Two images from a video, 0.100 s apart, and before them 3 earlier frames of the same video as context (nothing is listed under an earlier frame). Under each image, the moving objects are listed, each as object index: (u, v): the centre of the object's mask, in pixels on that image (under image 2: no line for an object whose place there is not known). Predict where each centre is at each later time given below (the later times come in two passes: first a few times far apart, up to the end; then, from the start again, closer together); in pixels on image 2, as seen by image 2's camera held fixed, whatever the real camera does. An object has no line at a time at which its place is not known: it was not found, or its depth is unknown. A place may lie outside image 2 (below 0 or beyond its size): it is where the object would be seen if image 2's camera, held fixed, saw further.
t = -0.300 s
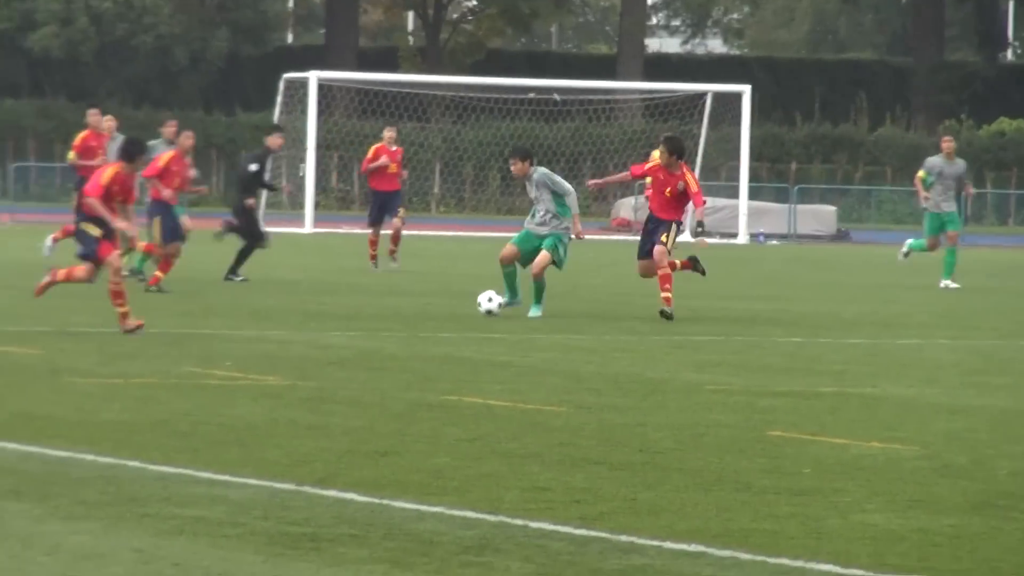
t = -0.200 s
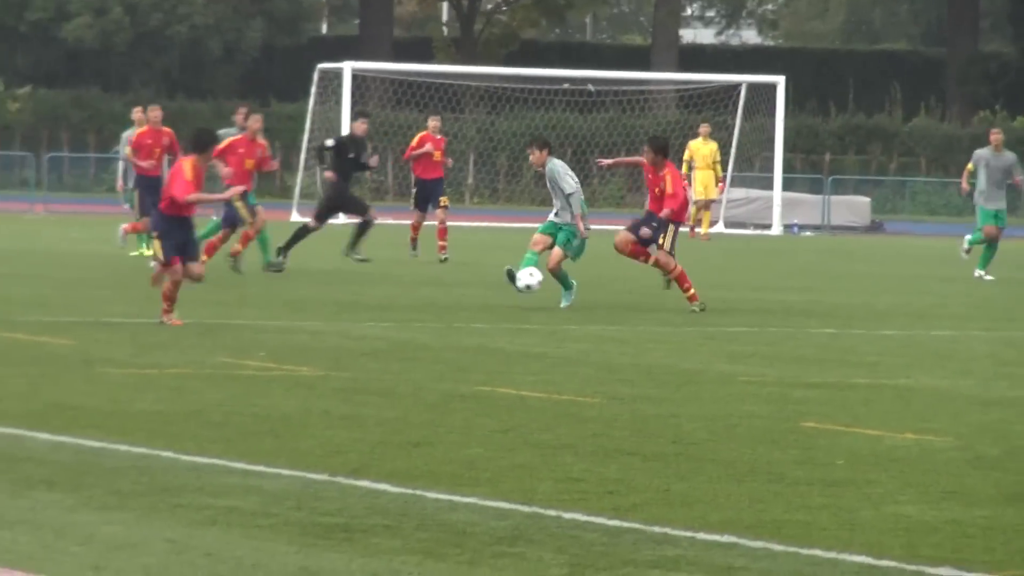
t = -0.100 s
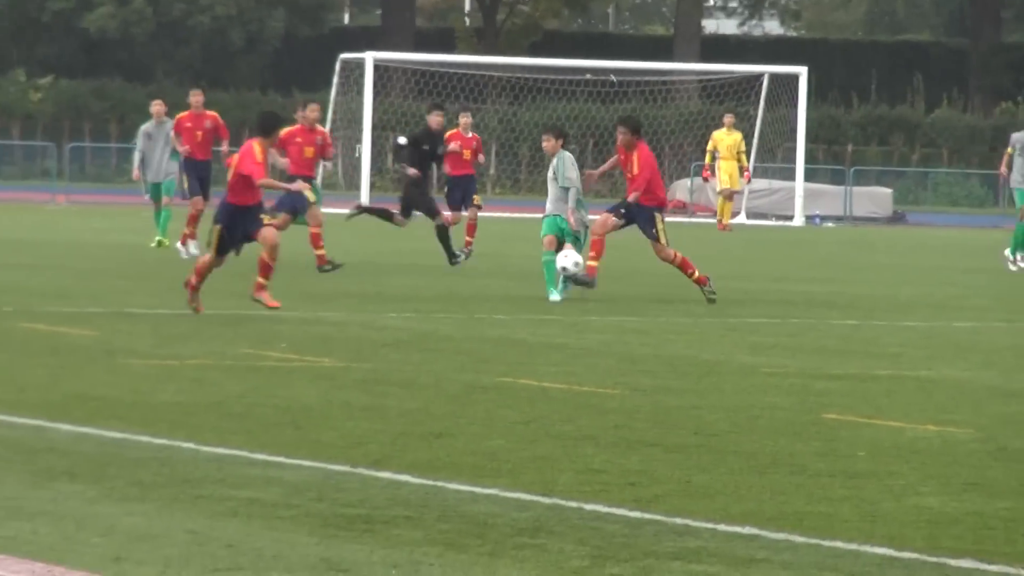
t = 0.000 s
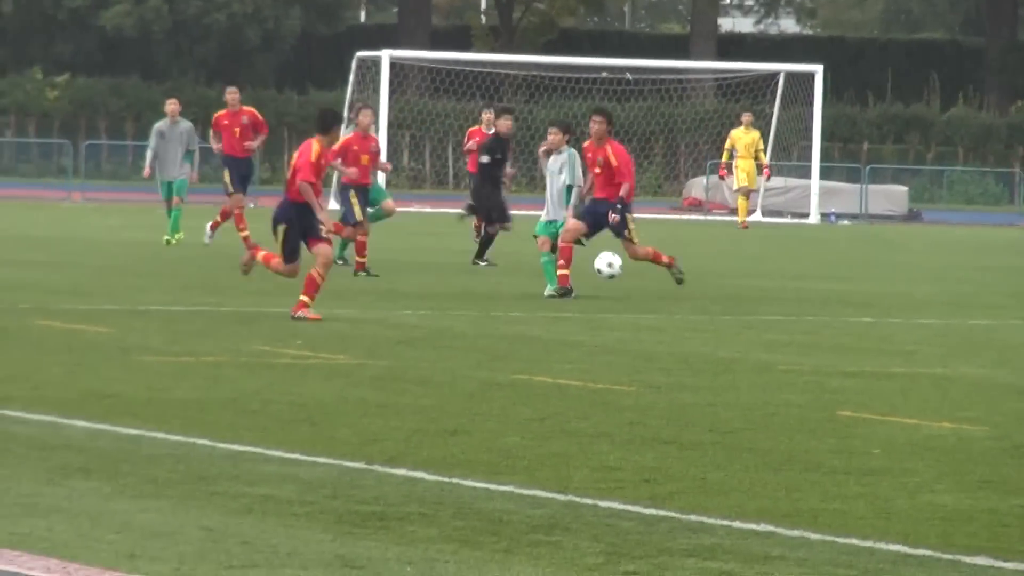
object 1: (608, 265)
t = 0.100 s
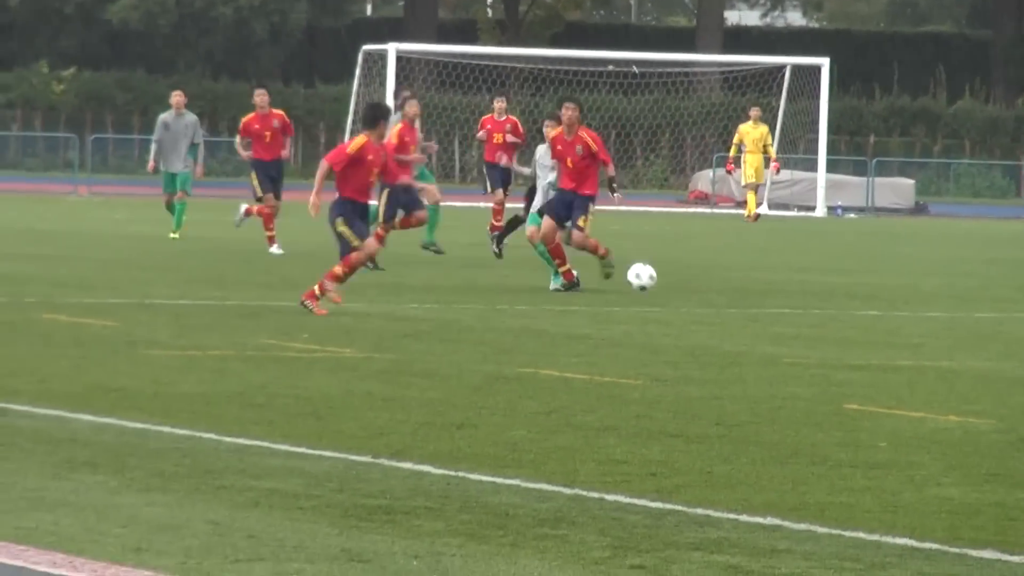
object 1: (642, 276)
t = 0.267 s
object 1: (694, 292)
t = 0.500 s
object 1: (786, 317)
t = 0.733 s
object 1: (890, 318)
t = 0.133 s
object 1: (651, 286)
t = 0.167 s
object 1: (662, 298)
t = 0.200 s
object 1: (672, 300)
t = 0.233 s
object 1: (683, 295)
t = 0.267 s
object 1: (694, 292)
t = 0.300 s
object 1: (706, 291)
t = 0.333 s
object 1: (719, 291)
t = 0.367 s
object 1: (730, 293)
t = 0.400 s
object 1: (744, 297)
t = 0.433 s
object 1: (758, 301)
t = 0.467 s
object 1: (772, 308)
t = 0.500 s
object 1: (786, 317)
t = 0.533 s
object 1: (801, 323)
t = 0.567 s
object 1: (814, 318)
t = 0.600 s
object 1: (828, 314)
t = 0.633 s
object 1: (843, 312)
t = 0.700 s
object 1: (873, 315)
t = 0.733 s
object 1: (890, 318)
